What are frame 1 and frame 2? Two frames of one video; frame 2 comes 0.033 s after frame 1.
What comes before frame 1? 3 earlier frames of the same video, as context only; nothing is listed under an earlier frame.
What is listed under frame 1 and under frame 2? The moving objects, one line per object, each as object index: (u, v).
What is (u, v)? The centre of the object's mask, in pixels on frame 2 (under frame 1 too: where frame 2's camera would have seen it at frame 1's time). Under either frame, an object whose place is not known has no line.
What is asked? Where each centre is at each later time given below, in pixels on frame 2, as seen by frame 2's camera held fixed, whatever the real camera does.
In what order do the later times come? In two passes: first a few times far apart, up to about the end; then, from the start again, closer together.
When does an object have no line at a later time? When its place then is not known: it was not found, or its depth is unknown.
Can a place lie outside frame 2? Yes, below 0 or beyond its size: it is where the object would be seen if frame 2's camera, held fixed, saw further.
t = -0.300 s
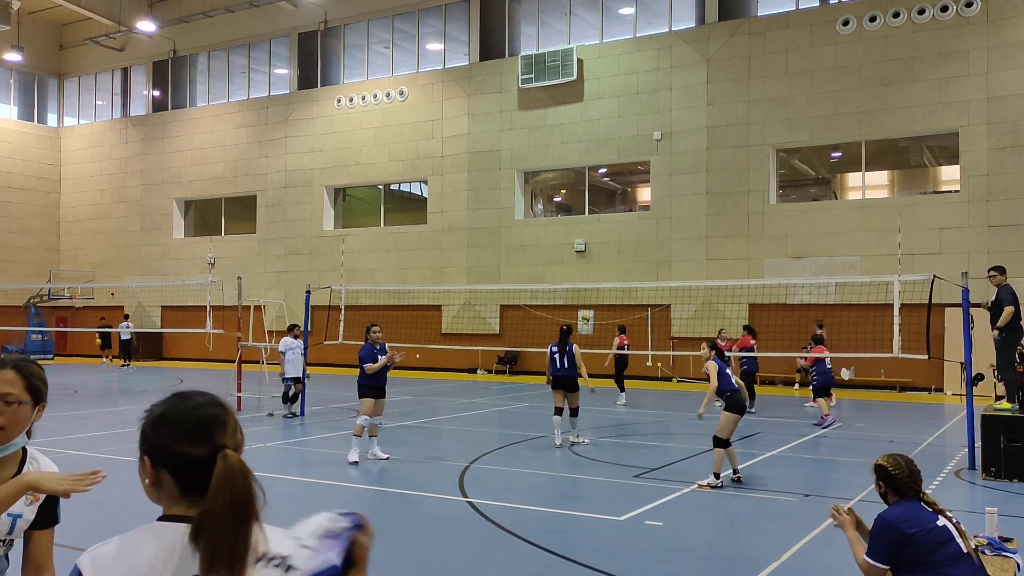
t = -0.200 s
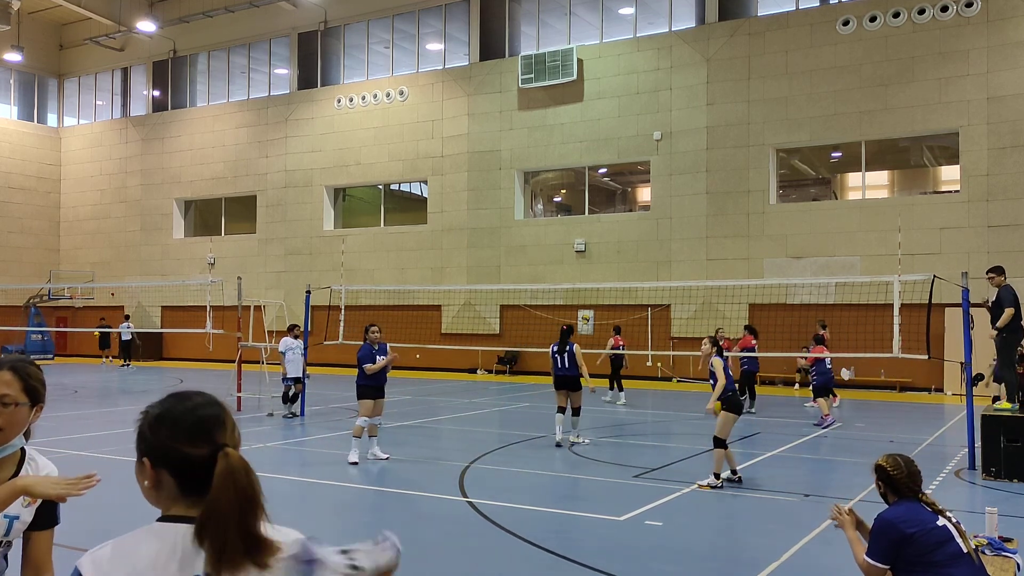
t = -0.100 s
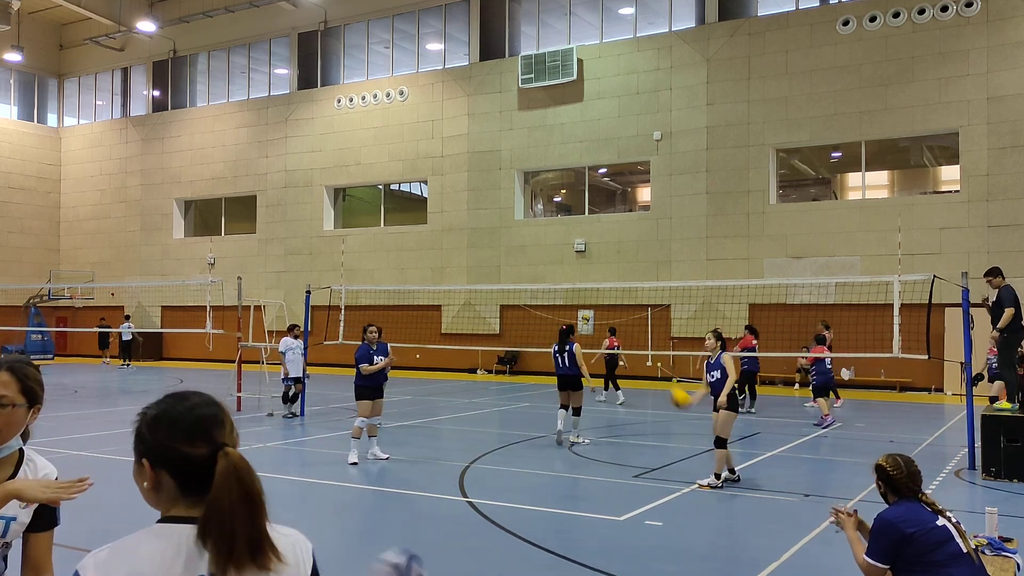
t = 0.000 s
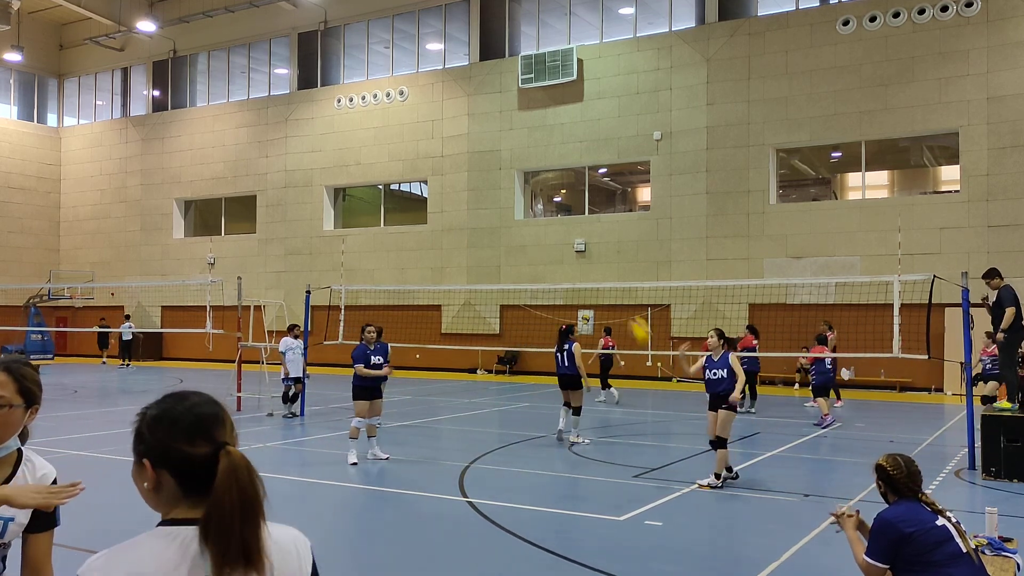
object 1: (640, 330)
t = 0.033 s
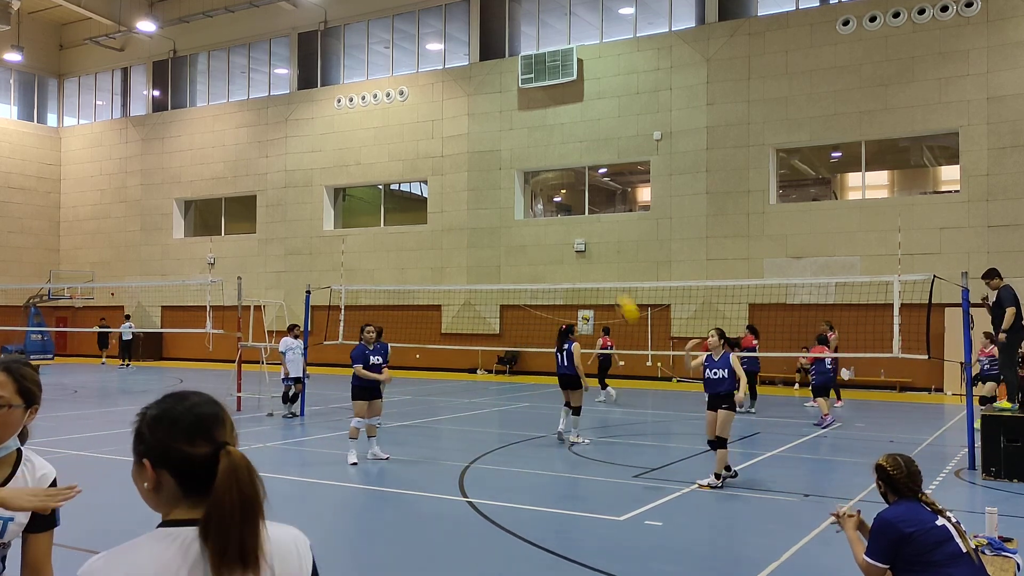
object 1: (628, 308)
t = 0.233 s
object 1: (545, 185)
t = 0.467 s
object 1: (439, 81)
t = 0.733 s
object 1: (297, 22)
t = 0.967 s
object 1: (147, 36)
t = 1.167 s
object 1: (4, 123)
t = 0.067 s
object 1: (614, 287)
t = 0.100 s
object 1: (601, 264)
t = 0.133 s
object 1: (589, 243)
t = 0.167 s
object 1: (575, 224)
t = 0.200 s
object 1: (560, 204)
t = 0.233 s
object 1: (545, 185)
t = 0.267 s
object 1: (532, 169)
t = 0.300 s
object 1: (516, 152)
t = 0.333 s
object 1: (501, 137)
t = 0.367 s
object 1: (487, 122)
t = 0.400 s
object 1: (472, 107)
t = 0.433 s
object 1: (454, 93)
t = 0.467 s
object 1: (439, 81)
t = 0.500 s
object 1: (422, 72)
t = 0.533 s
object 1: (406, 61)
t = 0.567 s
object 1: (387, 50)
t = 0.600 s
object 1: (371, 43)
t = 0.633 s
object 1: (353, 35)
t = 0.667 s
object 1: (334, 29)
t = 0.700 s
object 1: (316, 25)
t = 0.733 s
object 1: (297, 22)
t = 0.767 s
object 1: (277, 19)
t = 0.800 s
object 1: (256, 18)
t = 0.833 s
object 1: (235, 19)
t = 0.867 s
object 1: (215, 21)
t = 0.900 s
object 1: (193, 24)
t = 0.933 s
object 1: (171, 29)
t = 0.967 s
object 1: (147, 36)
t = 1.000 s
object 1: (123, 44)
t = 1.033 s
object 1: (101, 55)
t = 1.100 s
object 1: (51, 81)
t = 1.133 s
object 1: (25, 95)
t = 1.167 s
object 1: (4, 123)
